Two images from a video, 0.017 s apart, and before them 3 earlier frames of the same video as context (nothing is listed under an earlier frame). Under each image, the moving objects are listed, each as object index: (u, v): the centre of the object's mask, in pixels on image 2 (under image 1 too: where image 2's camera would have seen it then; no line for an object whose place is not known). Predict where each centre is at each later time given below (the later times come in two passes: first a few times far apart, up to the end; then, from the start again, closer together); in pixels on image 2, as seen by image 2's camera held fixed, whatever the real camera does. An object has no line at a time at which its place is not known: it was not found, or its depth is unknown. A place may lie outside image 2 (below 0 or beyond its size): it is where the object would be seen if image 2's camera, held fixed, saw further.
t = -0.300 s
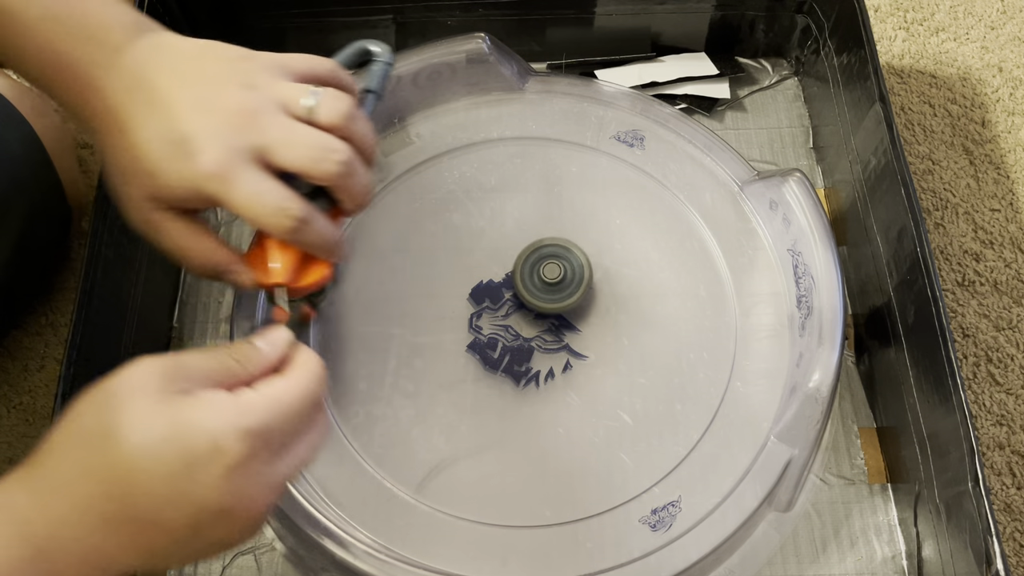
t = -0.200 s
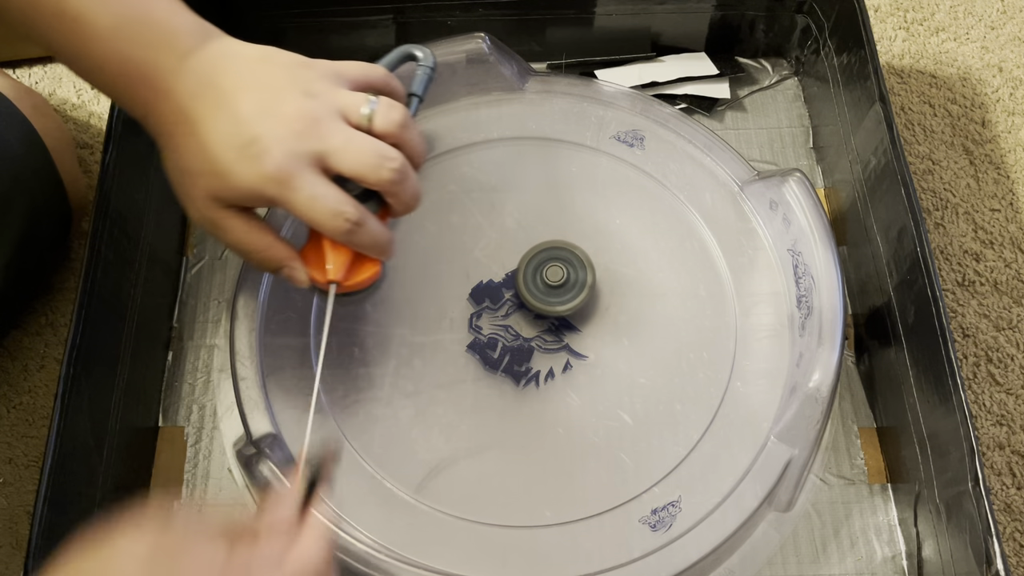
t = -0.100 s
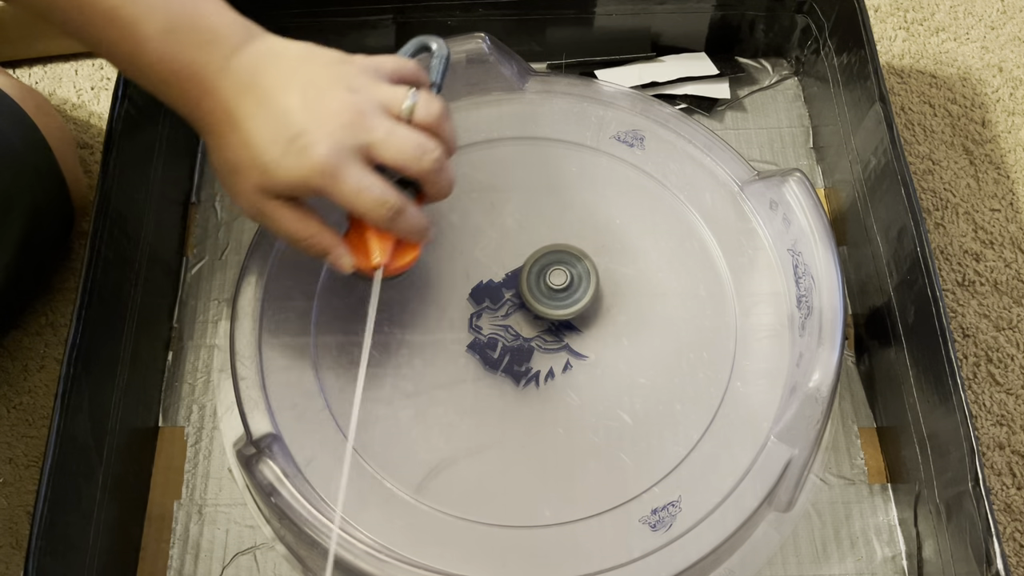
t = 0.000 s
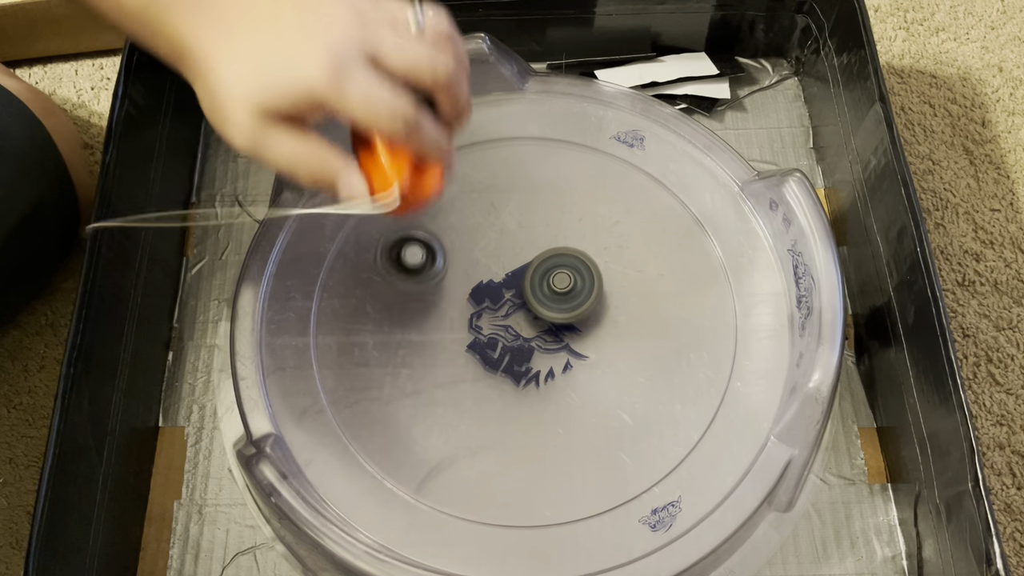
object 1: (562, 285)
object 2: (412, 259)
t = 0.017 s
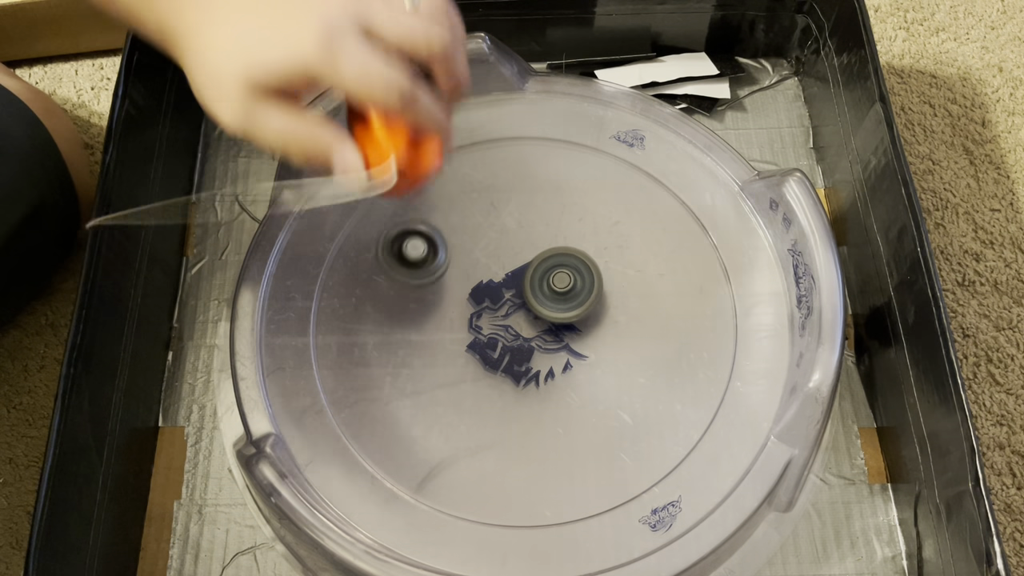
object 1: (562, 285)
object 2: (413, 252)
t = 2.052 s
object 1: (522, 351)
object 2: (363, 250)
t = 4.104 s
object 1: (499, 351)
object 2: (659, 307)
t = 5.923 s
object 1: (487, 276)
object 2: (517, 206)
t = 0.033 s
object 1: (562, 285)
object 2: (415, 248)
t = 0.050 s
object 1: (562, 285)
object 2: (419, 246)
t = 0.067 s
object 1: (563, 286)
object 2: (421, 247)
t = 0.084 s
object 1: (563, 287)
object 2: (425, 248)
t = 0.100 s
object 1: (563, 288)
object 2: (425, 245)
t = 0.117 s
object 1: (563, 290)
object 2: (424, 242)
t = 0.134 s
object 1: (563, 290)
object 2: (423, 240)
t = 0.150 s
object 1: (563, 291)
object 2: (423, 240)
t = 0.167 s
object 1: (562, 292)
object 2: (419, 238)
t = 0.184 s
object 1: (562, 294)
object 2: (415, 236)
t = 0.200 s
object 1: (562, 294)
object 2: (411, 235)
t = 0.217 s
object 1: (562, 295)
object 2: (405, 234)
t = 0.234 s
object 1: (563, 296)
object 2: (398, 234)
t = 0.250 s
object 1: (563, 297)
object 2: (392, 236)
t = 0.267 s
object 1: (564, 298)
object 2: (387, 238)
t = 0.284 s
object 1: (564, 299)
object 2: (383, 241)
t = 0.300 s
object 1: (565, 299)
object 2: (381, 246)
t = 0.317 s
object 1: (565, 300)
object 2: (381, 252)
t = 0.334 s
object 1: (566, 301)
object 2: (382, 259)
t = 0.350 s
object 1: (567, 301)
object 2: (385, 267)
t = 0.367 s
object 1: (567, 302)
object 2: (389, 275)
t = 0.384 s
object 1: (568, 302)
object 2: (396, 285)
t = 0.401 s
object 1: (568, 303)
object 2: (407, 293)
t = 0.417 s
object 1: (569, 303)
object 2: (420, 300)
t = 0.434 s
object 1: (569, 304)
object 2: (436, 307)
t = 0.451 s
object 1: (570, 305)
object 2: (454, 310)
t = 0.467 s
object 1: (570, 305)
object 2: (473, 311)
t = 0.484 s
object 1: (572, 307)
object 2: (491, 308)
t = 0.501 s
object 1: (603, 312)
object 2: (462, 296)
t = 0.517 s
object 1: (651, 312)
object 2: (427, 281)
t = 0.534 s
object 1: (696, 314)
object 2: (392, 268)
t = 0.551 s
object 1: (727, 314)
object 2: (362, 259)
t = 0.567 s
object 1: (754, 309)
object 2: (333, 253)
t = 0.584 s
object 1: (738, 301)
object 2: (329, 254)
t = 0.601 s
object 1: (717, 296)
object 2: (333, 258)
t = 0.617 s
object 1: (698, 292)
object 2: (338, 264)
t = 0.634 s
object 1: (676, 289)
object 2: (344, 273)
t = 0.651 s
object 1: (652, 289)
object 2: (351, 284)
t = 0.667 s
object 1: (629, 291)
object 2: (359, 296)
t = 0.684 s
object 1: (608, 295)
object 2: (368, 312)
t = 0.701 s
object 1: (586, 302)
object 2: (375, 320)
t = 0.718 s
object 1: (568, 305)
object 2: (379, 322)
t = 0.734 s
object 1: (558, 300)
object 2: (384, 326)
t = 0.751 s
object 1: (548, 298)
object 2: (388, 330)
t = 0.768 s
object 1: (538, 297)
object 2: (393, 331)
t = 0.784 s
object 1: (530, 298)
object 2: (399, 332)
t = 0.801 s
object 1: (519, 301)
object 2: (404, 331)
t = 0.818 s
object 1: (510, 306)
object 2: (412, 329)
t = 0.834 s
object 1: (503, 312)
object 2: (419, 325)
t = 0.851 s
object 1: (512, 314)
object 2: (407, 318)
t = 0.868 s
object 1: (542, 318)
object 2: (373, 310)
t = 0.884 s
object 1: (572, 320)
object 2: (342, 306)
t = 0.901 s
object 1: (595, 322)
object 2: (318, 302)
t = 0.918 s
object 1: (619, 321)
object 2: (312, 301)
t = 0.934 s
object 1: (638, 323)
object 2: (311, 300)
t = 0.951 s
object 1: (654, 322)
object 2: (311, 301)
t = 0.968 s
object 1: (667, 322)
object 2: (311, 304)
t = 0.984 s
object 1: (674, 319)
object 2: (312, 308)
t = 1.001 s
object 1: (681, 318)
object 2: (310, 309)
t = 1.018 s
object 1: (684, 314)
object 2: (308, 311)
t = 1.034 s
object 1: (684, 310)
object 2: (304, 312)
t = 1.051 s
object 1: (681, 305)
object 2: (299, 312)
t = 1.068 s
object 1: (678, 301)
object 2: (293, 313)
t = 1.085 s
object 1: (673, 295)
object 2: (287, 312)
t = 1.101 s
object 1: (668, 291)
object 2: (277, 312)
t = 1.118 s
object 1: (663, 286)
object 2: (268, 311)
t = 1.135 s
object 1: (657, 282)
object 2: (261, 313)
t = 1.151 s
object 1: (650, 278)
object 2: (260, 316)
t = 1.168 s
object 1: (643, 275)
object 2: (260, 320)
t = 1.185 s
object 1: (635, 272)
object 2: (262, 328)
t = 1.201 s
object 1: (629, 270)
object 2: (267, 338)
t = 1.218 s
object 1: (622, 269)
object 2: (272, 343)
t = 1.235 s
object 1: (615, 267)
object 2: (279, 347)
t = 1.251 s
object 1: (607, 266)
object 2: (287, 349)
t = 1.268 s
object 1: (600, 266)
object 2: (296, 350)
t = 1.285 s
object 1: (592, 266)
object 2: (304, 349)
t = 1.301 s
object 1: (586, 266)
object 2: (315, 347)
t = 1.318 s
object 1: (578, 267)
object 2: (325, 345)
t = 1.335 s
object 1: (571, 267)
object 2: (335, 343)
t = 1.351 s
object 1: (564, 268)
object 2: (346, 339)
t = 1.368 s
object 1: (557, 270)
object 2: (357, 334)
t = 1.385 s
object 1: (551, 271)
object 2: (368, 330)
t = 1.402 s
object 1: (544, 274)
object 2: (379, 326)
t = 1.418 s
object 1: (538, 276)
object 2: (389, 323)
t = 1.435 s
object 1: (531, 278)
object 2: (399, 318)
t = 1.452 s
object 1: (525, 281)
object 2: (408, 313)
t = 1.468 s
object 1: (519, 284)
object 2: (417, 307)
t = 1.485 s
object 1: (514, 288)
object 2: (426, 299)
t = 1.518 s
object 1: (518, 294)
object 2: (416, 272)
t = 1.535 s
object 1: (526, 298)
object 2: (404, 260)
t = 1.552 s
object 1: (534, 302)
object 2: (391, 249)
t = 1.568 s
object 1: (540, 307)
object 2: (375, 241)
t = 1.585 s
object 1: (544, 312)
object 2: (362, 234)
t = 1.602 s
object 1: (547, 318)
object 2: (347, 229)
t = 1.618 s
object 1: (550, 325)
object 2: (343, 229)
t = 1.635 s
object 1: (548, 327)
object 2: (341, 234)
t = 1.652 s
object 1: (547, 332)
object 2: (342, 241)
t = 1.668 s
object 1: (545, 334)
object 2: (343, 251)
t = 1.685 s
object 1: (543, 336)
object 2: (344, 260)
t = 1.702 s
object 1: (541, 338)
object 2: (344, 262)
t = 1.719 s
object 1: (540, 339)
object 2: (344, 266)
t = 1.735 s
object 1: (539, 340)
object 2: (343, 267)
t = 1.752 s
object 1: (538, 341)
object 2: (342, 268)
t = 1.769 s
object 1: (537, 342)
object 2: (341, 267)
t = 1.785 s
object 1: (536, 342)
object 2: (339, 265)
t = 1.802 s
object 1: (535, 343)
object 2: (337, 262)
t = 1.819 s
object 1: (534, 344)
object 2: (335, 259)
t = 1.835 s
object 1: (534, 345)
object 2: (333, 256)
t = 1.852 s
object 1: (533, 345)
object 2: (334, 256)
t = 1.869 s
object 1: (532, 346)
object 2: (336, 257)
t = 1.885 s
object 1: (531, 346)
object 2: (337, 256)
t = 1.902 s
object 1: (530, 347)
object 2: (338, 255)
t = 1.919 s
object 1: (529, 348)
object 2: (341, 253)
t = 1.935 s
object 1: (528, 348)
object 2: (343, 252)
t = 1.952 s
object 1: (527, 349)
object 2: (345, 251)
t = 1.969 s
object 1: (526, 349)
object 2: (347, 250)
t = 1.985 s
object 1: (525, 349)
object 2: (349, 250)
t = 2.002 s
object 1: (524, 350)
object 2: (352, 249)
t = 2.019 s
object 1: (523, 350)
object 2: (355, 248)
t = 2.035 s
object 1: (523, 351)
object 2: (359, 249)
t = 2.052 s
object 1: (522, 351)
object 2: (363, 250)
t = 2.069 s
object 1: (520, 351)
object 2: (367, 251)
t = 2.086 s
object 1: (519, 351)
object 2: (372, 252)
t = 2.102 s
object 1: (518, 351)
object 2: (378, 254)
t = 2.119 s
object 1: (517, 351)
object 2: (384, 256)
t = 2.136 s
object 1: (516, 351)
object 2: (391, 258)
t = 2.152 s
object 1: (515, 351)
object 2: (397, 262)
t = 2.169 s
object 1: (514, 351)
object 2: (405, 265)
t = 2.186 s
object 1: (513, 351)
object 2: (414, 268)
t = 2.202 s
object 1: (512, 351)
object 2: (423, 270)
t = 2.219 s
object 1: (511, 351)
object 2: (435, 271)
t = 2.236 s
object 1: (510, 351)
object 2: (447, 270)
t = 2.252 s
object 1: (509, 351)
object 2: (460, 268)
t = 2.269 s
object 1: (508, 351)
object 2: (472, 265)
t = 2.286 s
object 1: (507, 350)
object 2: (485, 259)
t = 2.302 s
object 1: (506, 350)
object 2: (498, 253)
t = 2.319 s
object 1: (505, 350)
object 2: (510, 244)
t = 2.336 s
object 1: (504, 350)
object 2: (520, 234)
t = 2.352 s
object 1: (503, 350)
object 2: (528, 225)
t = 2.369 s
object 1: (502, 350)
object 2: (534, 212)
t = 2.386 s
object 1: (501, 350)
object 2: (540, 201)
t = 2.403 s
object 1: (501, 350)
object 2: (543, 189)
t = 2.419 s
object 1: (500, 349)
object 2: (544, 177)
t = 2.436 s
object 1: (500, 349)
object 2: (543, 167)
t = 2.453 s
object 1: (499, 349)
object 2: (540, 155)
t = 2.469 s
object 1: (498, 348)
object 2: (537, 142)
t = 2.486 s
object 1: (497, 348)
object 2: (531, 131)
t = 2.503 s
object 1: (496, 348)
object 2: (519, 132)
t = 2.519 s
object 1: (495, 347)
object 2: (507, 137)
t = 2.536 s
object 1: (494, 347)
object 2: (497, 145)
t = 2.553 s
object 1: (493, 347)
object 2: (487, 151)
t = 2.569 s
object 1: (493, 346)
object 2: (480, 155)
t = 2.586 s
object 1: (492, 346)
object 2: (475, 160)
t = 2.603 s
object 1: (492, 345)
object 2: (471, 163)
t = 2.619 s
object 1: (491, 345)
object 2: (469, 168)
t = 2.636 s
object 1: (490, 345)
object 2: (468, 173)
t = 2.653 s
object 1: (490, 344)
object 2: (467, 180)
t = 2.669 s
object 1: (489, 344)
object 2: (467, 186)
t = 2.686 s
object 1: (488, 343)
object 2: (467, 195)
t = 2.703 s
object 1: (487, 343)
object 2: (467, 204)
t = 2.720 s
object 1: (487, 343)
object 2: (468, 214)
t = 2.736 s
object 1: (486, 342)
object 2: (472, 225)
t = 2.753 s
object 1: (486, 342)
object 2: (477, 236)
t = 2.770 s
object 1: (485, 341)
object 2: (486, 246)
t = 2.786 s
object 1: (485, 341)
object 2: (495, 256)
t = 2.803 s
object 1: (484, 340)
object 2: (507, 265)
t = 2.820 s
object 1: (483, 340)
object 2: (520, 271)
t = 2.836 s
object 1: (483, 339)
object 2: (533, 277)
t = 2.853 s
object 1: (482, 339)
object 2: (547, 280)
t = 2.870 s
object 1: (482, 338)
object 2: (563, 281)
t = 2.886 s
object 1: (481, 338)
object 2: (579, 280)
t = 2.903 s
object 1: (481, 337)
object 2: (594, 277)
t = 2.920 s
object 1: (480, 337)
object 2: (610, 272)
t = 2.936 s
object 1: (480, 336)
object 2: (622, 265)
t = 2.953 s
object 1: (480, 336)
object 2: (634, 255)
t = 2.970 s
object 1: (479, 335)
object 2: (644, 246)
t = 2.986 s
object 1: (479, 335)
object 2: (653, 233)
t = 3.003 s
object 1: (479, 334)
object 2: (659, 221)
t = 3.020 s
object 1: (479, 333)
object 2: (664, 207)
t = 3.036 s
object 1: (479, 333)
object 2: (669, 195)
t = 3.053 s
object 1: (478, 332)
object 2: (667, 181)
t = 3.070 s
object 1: (478, 331)
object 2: (654, 174)
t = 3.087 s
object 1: (478, 331)
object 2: (640, 169)
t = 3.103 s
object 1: (478, 330)
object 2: (628, 166)
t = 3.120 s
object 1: (478, 329)
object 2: (618, 164)
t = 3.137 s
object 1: (478, 328)
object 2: (611, 161)
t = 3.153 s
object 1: (478, 328)
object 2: (603, 160)
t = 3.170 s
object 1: (478, 327)
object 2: (597, 160)
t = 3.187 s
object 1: (478, 327)
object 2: (591, 161)
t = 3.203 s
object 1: (478, 326)
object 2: (584, 164)
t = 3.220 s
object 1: (478, 326)
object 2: (578, 168)
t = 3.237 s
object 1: (478, 325)
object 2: (571, 173)
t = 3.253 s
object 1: (478, 324)
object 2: (563, 181)
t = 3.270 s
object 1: (478, 324)
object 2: (553, 190)
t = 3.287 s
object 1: (478, 323)
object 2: (545, 200)
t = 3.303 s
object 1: (478, 323)
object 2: (536, 212)
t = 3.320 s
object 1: (478, 322)
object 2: (531, 225)
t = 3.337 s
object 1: (478, 322)
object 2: (526, 240)
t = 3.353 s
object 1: (478, 321)
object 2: (524, 257)
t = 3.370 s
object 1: (475, 325)
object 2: (533, 264)
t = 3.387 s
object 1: (468, 330)
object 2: (545, 270)
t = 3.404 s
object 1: (462, 336)
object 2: (558, 274)
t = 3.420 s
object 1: (457, 341)
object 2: (571, 279)
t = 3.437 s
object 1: (455, 343)
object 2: (588, 282)
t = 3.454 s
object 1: (455, 346)
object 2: (604, 284)
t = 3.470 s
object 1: (455, 347)
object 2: (619, 283)
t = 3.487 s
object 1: (456, 348)
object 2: (634, 280)
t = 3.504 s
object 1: (457, 348)
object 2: (646, 276)
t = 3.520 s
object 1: (459, 348)
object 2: (657, 270)
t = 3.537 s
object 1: (461, 348)
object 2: (666, 263)
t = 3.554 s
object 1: (463, 348)
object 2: (674, 253)
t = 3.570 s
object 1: (465, 348)
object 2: (682, 242)
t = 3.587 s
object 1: (467, 347)
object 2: (688, 232)
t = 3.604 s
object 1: (469, 347)
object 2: (693, 220)
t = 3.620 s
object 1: (470, 346)
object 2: (693, 208)
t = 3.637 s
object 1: (473, 345)
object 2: (676, 202)
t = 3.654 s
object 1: (474, 344)
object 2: (659, 197)
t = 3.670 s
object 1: (476, 343)
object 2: (644, 195)
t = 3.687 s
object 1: (478, 342)
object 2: (630, 192)
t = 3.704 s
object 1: (479, 341)
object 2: (618, 191)
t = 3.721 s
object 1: (481, 340)
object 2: (606, 192)
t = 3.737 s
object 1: (483, 338)
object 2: (594, 196)
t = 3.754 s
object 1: (484, 337)
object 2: (582, 201)
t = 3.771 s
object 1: (486, 336)
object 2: (569, 208)
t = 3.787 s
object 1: (487, 334)
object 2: (558, 217)
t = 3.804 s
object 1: (489, 333)
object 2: (548, 227)
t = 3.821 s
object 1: (490, 332)
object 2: (539, 239)
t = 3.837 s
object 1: (491, 331)
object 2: (531, 254)
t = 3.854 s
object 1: (490, 332)
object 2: (530, 264)
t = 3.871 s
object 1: (484, 340)
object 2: (533, 268)
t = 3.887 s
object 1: (479, 347)
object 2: (535, 275)
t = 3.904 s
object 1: (476, 351)
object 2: (539, 283)
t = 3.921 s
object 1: (474, 355)
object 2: (544, 291)
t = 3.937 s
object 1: (473, 357)
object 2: (551, 300)
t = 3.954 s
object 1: (474, 358)
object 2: (561, 307)
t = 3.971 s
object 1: (476, 359)
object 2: (571, 315)
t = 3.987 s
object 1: (479, 359)
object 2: (582, 322)
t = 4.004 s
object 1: (482, 358)
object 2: (593, 324)
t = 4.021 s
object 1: (486, 357)
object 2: (605, 326)
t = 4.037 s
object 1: (489, 356)
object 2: (618, 326)
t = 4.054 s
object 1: (492, 355)
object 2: (630, 324)
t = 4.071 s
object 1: (495, 354)
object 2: (641, 320)
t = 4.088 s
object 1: (497, 352)
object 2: (651, 314)
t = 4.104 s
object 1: (499, 351)
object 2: (659, 307)
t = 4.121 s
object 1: (502, 349)
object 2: (664, 299)
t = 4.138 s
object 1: (504, 348)
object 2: (669, 289)
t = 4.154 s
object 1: (506, 346)
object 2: (670, 278)
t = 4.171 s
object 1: (508, 345)
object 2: (668, 268)
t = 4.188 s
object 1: (509, 343)
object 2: (663, 258)
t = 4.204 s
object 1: (511, 342)
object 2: (654, 248)
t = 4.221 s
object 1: (513, 340)
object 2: (644, 241)
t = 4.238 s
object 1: (514, 339)
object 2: (632, 236)
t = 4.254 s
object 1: (516, 337)
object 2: (618, 233)
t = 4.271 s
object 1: (518, 336)
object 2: (603, 232)
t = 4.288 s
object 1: (519, 334)
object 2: (587, 233)
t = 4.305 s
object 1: (521, 332)
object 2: (570, 237)
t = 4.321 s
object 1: (522, 330)
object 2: (553, 243)
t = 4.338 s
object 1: (523, 328)
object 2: (540, 250)
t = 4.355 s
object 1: (518, 342)
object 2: (535, 237)
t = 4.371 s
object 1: (508, 377)
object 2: (536, 205)
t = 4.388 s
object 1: (499, 407)
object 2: (535, 174)
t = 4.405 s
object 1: (491, 430)
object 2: (535, 152)
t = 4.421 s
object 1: (484, 452)
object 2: (533, 133)
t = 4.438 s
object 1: (479, 470)
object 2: (527, 122)
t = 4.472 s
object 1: (475, 495)
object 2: (513, 118)
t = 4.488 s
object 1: (477, 503)
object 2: (505, 120)
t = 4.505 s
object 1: (480, 510)
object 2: (498, 120)
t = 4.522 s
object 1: (485, 514)
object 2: (491, 121)
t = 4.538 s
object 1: (496, 511)
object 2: (482, 120)
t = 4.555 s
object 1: (506, 506)
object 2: (474, 119)
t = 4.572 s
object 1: (515, 501)
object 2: (465, 118)
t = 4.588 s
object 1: (523, 498)
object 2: (457, 116)
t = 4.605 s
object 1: (531, 495)
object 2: (446, 117)
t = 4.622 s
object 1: (538, 492)
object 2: (436, 119)
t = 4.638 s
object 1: (544, 489)
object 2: (426, 125)
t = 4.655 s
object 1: (549, 485)
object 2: (416, 133)
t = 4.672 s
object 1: (554, 483)
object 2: (409, 142)
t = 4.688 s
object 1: (559, 479)
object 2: (404, 153)
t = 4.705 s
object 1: (563, 477)
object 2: (399, 165)
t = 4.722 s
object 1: (567, 474)
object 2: (395, 181)
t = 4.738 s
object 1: (571, 470)
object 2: (394, 194)
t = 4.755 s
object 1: (575, 466)
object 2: (393, 209)
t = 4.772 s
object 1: (579, 463)
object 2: (394, 222)
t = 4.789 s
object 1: (583, 459)
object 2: (397, 240)
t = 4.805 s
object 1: (586, 454)
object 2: (401, 256)
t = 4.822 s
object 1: (589, 449)
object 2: (405, 271)
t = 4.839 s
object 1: (592, 444)
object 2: (413, 289)
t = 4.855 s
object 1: (594, 439)
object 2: (422, 304)
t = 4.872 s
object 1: (597, 435)
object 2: (436, 320)
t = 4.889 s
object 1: (598, 430)
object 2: (448, 331)
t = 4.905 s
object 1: (600, 425)
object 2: (465, 343)
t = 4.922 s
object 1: (602, 420)
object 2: (483, 352)
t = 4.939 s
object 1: (603, 416)
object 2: (497, 360)
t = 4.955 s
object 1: (602, 411)
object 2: (516, 365)
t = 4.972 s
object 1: (605, 410)
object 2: (529, 363)
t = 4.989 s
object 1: (624, 414)
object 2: (529, 352)
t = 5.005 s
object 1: (637, 417)
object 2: (529, 340)
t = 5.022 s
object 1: (648, 417)
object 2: (529, 329)
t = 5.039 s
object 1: (656, 416)
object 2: (531, 320)
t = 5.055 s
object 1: (662, 411)
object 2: (535, 311)
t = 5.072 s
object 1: (666, 406)
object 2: (540, 304)
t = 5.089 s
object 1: (669, 399)
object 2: (543, 297)
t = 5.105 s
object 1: (670, 394)
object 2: (547, 286)
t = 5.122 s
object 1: (671, 387)
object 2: (549, 277)
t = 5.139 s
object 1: (671, 381)
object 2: (549, 269)
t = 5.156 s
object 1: (671, 374)
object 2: (548, 262)
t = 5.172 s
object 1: (670, 369)
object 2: (545, 253)
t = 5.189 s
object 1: (668, 363)
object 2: (541, 245)
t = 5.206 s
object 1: (666, 357)
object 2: (536, 240)
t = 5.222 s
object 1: (665, 350)
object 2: (530, 236)
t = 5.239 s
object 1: (662, 345)
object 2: (522, 233)
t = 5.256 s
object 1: (659, 339)
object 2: (513, 232)
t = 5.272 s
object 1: (657, 334)
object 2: (505, 231)
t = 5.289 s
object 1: (654, 328)
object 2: (495, 233)
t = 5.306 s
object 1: (651, 323)
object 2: (487, 236)
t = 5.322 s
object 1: (647, 318)
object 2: (479, 241)
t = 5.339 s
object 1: (644, 314)
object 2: (472, 247)
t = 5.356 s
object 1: (640, 310)
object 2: (467, 256)
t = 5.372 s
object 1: (636, 307)
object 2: (463, 264)
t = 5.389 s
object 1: (632, 302)
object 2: (461, 274)
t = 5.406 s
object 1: (627, 298)
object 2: (460, 284)
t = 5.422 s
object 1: (623, 295)
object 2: (462, 293)
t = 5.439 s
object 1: (618, 292)
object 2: (465, 304)
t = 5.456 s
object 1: (614, 289)
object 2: (470, 315)
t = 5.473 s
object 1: (610, 286)
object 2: (476, 323)
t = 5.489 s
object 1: (605, 283)
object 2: (486, 331)
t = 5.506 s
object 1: (601, 280)
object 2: (495, 338)
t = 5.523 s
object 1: (595, 278)
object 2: (505, 343)
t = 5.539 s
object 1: (591, 276)
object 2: (516, 348)
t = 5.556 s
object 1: (586, 274)
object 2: (529, 350)
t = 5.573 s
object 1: (581, 273)
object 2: (541, 352)
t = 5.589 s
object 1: (576, 270)
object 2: (555, 349)
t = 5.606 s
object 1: (570, 269)
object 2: (568, 346)
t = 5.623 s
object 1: (565, 268)
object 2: (581, 341)
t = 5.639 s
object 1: (561, 267)
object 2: (592, 334)
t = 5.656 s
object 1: (557, 267)
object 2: (600, 327)
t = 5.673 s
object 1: (552, 266)
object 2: (611, 316)
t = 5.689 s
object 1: (548, 265)
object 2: (618, 307)
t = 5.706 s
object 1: (543, 265)
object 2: (622, 296)
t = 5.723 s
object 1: (538, 264)
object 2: (626, 284)
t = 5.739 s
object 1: (534, 264)
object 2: (626, 271)
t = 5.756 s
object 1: (530, 264)
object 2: (623, 258)
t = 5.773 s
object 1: (525, 264)
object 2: (619, 247)
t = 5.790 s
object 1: (521, 265)
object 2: (612, 236)
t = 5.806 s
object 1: (517, 265)
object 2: (604, 226)
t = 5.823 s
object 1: (513, 266)
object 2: (592, 218)
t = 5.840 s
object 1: (509, 266)
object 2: (580, 213)
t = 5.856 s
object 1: (505, 267)
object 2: (567, 209)
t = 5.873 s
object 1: (501, 267)
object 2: (551, 208)
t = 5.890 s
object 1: (498, 268)
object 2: (538, 209)
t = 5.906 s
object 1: (493, 272)
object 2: (526, 208)
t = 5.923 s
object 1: (487, 276)
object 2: (517, 206)
